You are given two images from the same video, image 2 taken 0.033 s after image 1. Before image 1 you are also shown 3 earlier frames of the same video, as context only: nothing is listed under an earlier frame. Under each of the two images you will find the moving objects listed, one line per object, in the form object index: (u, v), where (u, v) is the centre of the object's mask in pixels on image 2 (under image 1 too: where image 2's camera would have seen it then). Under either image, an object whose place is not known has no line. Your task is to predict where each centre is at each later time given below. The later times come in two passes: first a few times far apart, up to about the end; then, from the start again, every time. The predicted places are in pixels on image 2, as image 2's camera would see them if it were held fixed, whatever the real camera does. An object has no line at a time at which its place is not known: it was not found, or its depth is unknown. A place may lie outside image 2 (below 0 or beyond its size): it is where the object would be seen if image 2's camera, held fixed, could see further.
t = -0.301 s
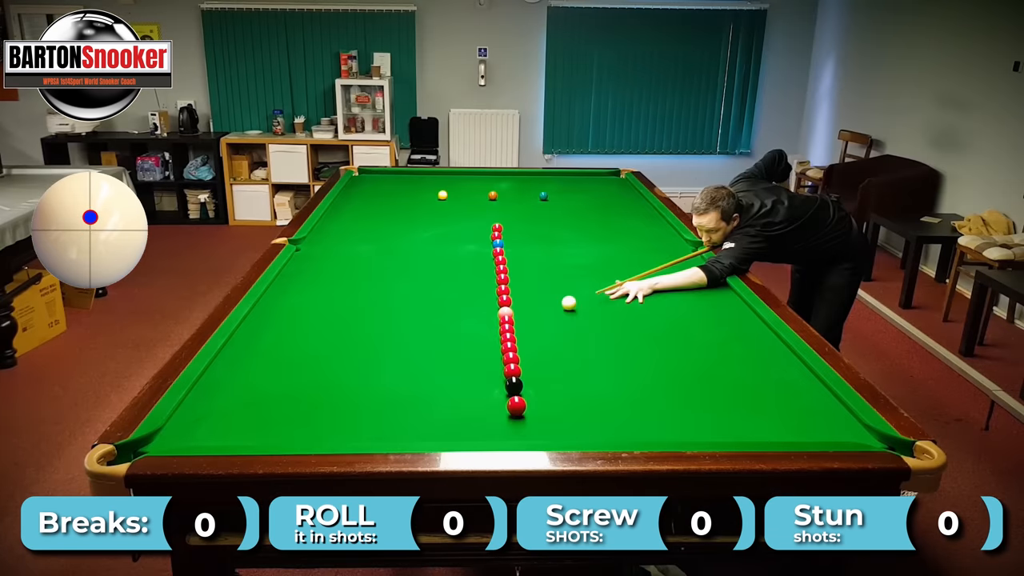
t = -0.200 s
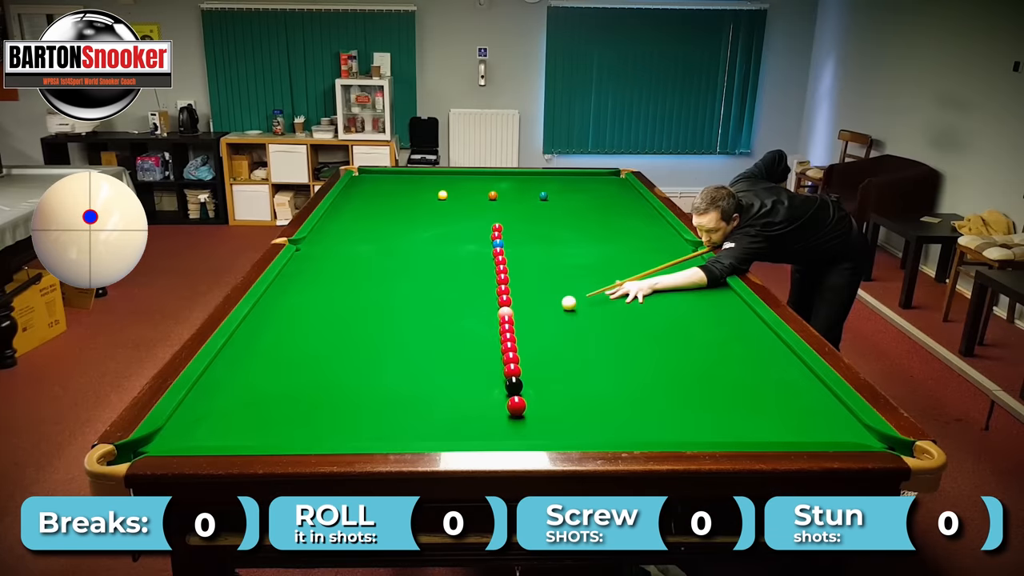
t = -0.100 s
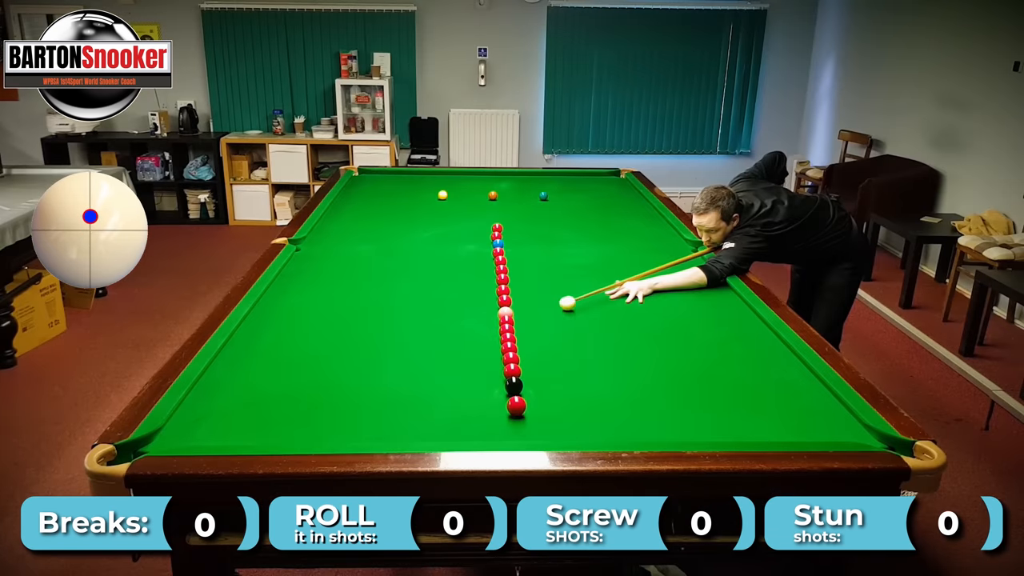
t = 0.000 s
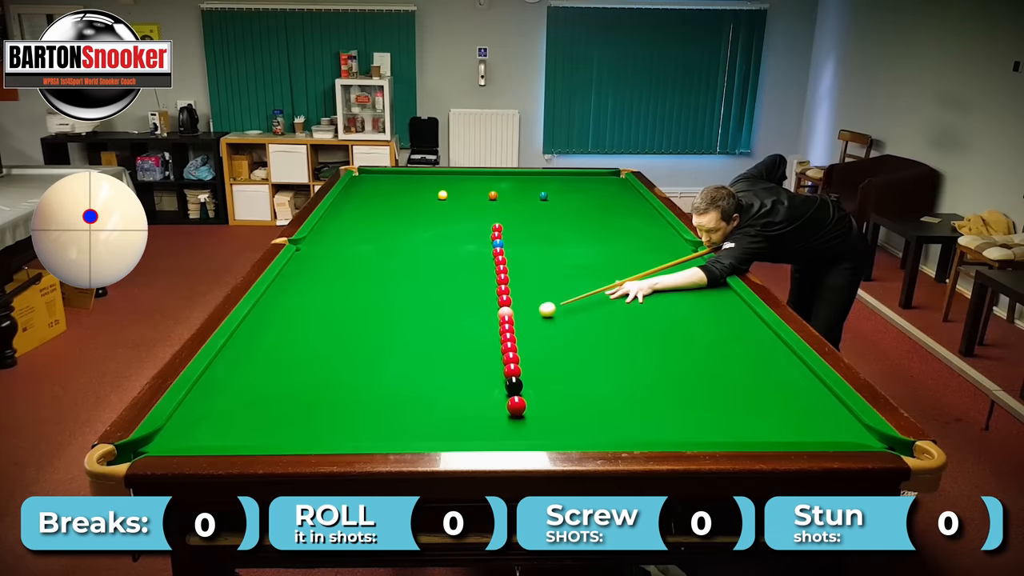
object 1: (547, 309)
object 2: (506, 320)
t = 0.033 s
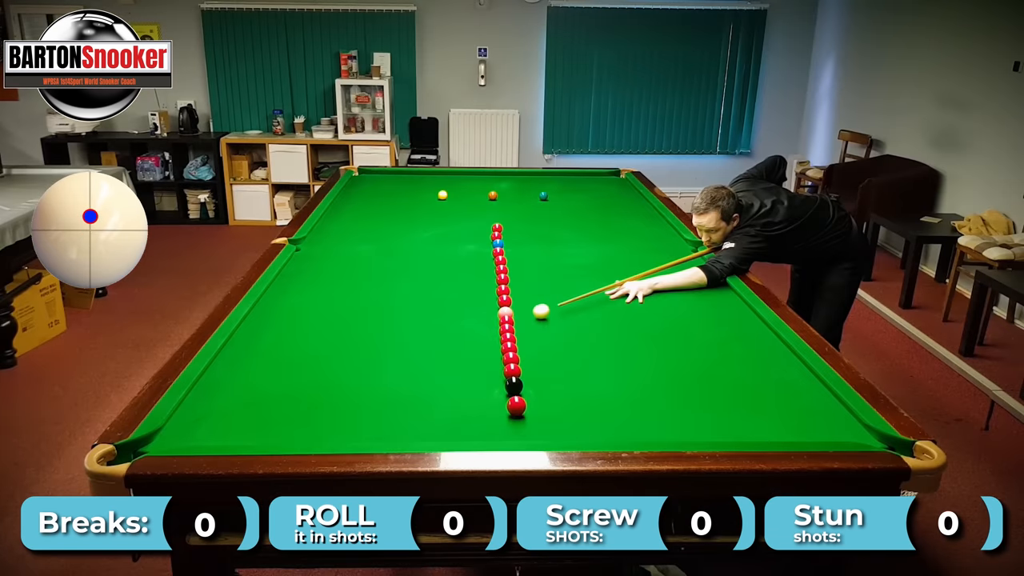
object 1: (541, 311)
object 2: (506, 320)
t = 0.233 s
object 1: (515, 319)
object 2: (493, 327)
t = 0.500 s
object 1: (501, 321)
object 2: (459, 339)
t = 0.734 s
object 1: (491, 325)
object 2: (429, 349)
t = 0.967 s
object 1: (482, 327)
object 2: (399, 359)
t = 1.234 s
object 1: (473, 329)
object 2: (363, 372)
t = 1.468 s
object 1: (466, 330)
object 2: (332, 382)
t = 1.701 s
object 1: (461, 331)
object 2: (300, 393)
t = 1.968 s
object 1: (457, 332)
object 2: (263, 406)
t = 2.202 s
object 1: (454, 332)
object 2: (232, 417)
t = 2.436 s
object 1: (453, 332)
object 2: (201, 427)
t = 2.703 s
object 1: (453, 332)
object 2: (167, 438)
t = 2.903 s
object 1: (453, 332)
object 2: (140, 451)
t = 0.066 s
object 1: (535, 313)
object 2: (506, 320)
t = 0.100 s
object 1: (528, 315)
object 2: (506, 320)
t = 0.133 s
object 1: (522, 317)
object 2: (506, 320)
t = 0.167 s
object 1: (518, 319)
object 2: (504, 320)
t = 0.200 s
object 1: (517, 319)
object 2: (498, 324)
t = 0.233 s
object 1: (515, 319)
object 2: (493, 327)
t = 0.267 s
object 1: (514, 319)
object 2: (489, 328)
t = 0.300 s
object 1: (512, 319)
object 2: (485, 330)
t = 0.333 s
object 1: (510, 319)
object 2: (481, 331)
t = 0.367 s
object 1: (509, 319)
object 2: (477, 333)
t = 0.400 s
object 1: (507, 319)
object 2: (472, 334)
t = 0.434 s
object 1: (505, 320)
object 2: (468, 336)
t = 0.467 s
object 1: (503, 320)
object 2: (464, 337)
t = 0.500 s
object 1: (501, 321)
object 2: (459, 339)
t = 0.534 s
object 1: (499, 322)
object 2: (455, 340)
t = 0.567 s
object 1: (498, 322)
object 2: (451, 342)
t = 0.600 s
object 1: (497, 323)
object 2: (447, 343)
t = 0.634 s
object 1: (495, 323)
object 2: (442, 344)
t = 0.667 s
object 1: (494, 324)
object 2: (438, 346)
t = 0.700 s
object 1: (493, 324)
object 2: (434, 347)
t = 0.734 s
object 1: (491, 325)
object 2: (429, 349)
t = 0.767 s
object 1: (490, 325)
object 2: (425, 350)
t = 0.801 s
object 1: (489, 326)
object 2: (421, 352)
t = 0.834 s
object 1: (487, 326)
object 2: (416, 353)
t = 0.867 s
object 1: (486, 326)
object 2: (412, 355)
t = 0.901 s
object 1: (485, 326)
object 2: (408, 356)
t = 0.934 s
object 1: (484, 327)
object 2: (403, 358)
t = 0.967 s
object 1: (482, 327)
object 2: (399, 359)
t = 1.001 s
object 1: (481, 327)
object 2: (394, 361)
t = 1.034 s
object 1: (480, 328)
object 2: (390, 362)
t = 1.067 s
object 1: (479, 328)
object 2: (386, 364)
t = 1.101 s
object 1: (478, 328)
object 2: (381, 366)
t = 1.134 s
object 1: (476, 328)
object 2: (377, 367)
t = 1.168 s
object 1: (475, 328)
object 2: (372, 369)
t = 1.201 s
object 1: (474, 329)
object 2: (368, 370)
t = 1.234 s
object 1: (473, 329)
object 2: (363, 372)
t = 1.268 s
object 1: (472, 329)
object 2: (359, 373)
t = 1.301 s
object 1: (471, 329)
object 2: (354, 375)
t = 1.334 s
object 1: (470, 329)
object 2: (350, 376)
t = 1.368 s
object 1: (469, 329)
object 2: (345, 378)
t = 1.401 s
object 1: (468, 330)
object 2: (341, 379)
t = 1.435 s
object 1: (467, 330)
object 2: (336, 381)
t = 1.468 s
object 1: (466, 330)
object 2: (332, 382)
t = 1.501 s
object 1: (466, 330)
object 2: (327, 384)
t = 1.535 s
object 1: (465, 330)
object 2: (323, 385)
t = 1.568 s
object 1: (464, 331)
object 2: (318, 387)
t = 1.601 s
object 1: (463, 331)
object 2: (313, 389)
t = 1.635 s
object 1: (462, 331)
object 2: (309, 390)
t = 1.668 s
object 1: (462, 331)
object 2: (304, 392)
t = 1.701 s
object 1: (461, 331)
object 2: (300, 393)
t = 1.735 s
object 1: (460, 331)
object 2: (295, 395)
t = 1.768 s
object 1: (460, 331)
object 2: (291, 396)
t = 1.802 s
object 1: (459, 331)
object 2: (286, 398)
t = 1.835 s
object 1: (459, 331)
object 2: (282, 399)
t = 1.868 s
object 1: (458, 331)
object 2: (277, 401)
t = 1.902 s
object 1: (458, 332)
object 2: (273, 402)
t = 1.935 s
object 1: (457, 332)
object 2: (268, 404)
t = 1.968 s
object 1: (457, 332)
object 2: (263, 406)
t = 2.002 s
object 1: (456, 332)
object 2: (259, 407)
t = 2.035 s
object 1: (456, 332)
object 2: (255, 409)
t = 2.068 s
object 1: (455, 332)
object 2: (250, 410)
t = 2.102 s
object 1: (455, 332)
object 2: (246, 412)
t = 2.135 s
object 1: (455, 332)
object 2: (241, 413)
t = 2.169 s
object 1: (454, 332)
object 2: (237, 415)
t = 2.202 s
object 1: (454, 332)
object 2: (232, 417)
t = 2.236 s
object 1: (454, 332)
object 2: (228, 418)
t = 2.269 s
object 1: (454, 332)
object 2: (223, 420)
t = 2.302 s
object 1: (454, 332)
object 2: (219, 421)
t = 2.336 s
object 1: (453, 332)
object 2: (215, 422)
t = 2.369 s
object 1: (453, 332)
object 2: (210, 424)
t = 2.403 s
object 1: (453, 332)
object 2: (206, 425)
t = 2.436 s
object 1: (453, 332)
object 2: (201, 427)
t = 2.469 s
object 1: (453, 332)
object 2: (197, 429)
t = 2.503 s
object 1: (453, 332)
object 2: (193, 430)
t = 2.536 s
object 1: (453, 332)
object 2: (188, 431)
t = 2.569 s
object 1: (453, 332)
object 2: (184, 432)
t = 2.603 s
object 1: (453, 332)
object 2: (180, 434)
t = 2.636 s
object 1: (453, 332)
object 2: (176, 435)
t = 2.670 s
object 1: (453, 332)
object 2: (171, 437)
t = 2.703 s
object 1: (453, 332)
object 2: (167, 438)
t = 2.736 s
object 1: (453, 332)
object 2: (162, 439)
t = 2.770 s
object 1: (453, 332)
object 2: (158, 440)
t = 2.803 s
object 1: (453, 332)
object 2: (154, 441)
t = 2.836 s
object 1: (453, 332)
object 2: (149, 443)
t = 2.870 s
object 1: (453, 332)
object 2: (145, 446)
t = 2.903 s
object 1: (453, 332)
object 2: (140, 451)
